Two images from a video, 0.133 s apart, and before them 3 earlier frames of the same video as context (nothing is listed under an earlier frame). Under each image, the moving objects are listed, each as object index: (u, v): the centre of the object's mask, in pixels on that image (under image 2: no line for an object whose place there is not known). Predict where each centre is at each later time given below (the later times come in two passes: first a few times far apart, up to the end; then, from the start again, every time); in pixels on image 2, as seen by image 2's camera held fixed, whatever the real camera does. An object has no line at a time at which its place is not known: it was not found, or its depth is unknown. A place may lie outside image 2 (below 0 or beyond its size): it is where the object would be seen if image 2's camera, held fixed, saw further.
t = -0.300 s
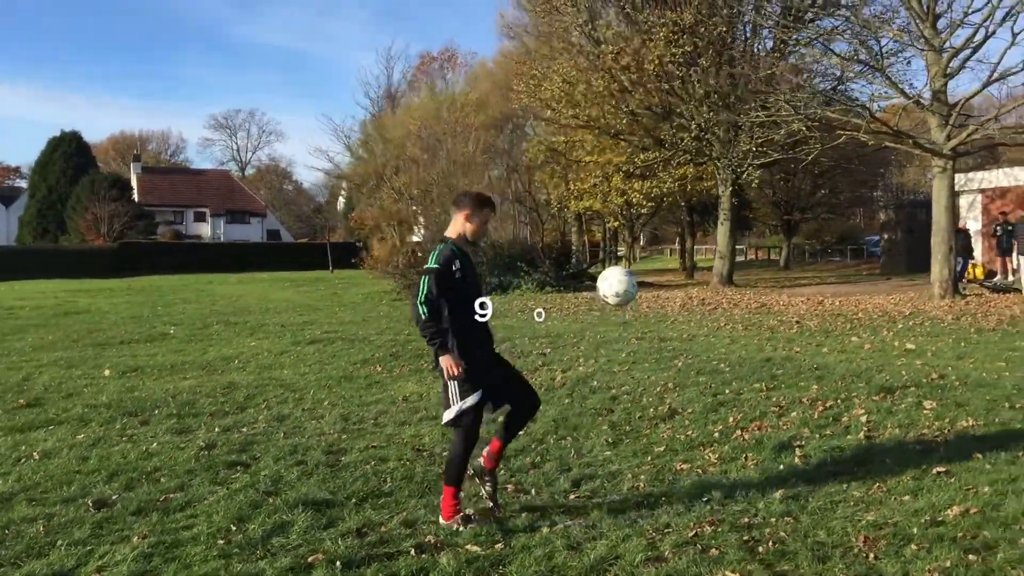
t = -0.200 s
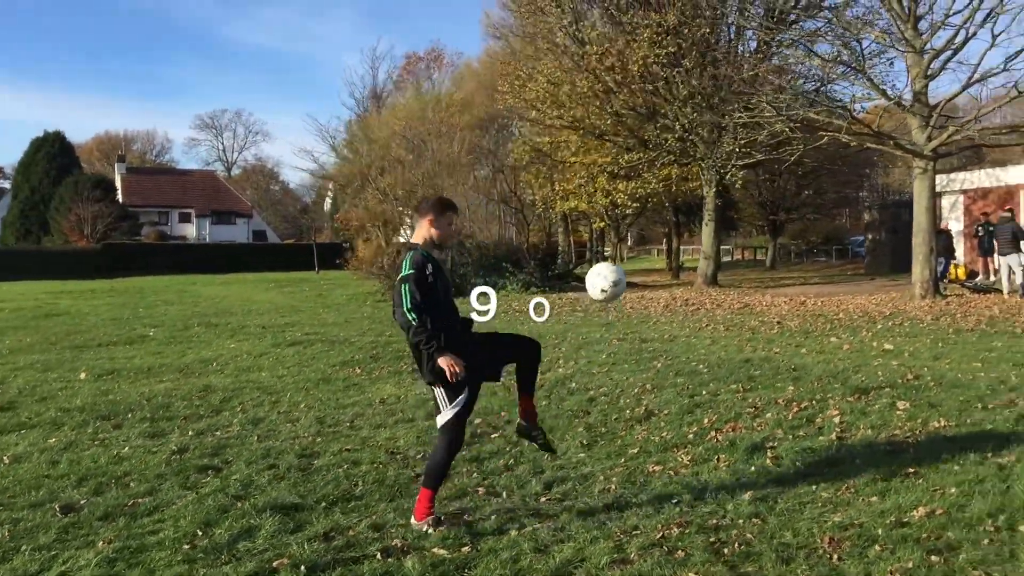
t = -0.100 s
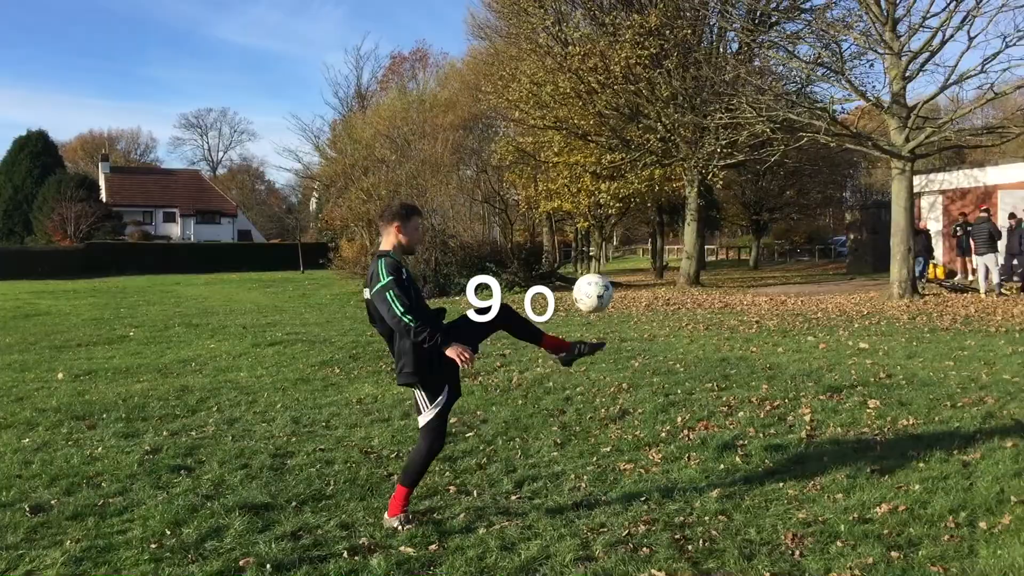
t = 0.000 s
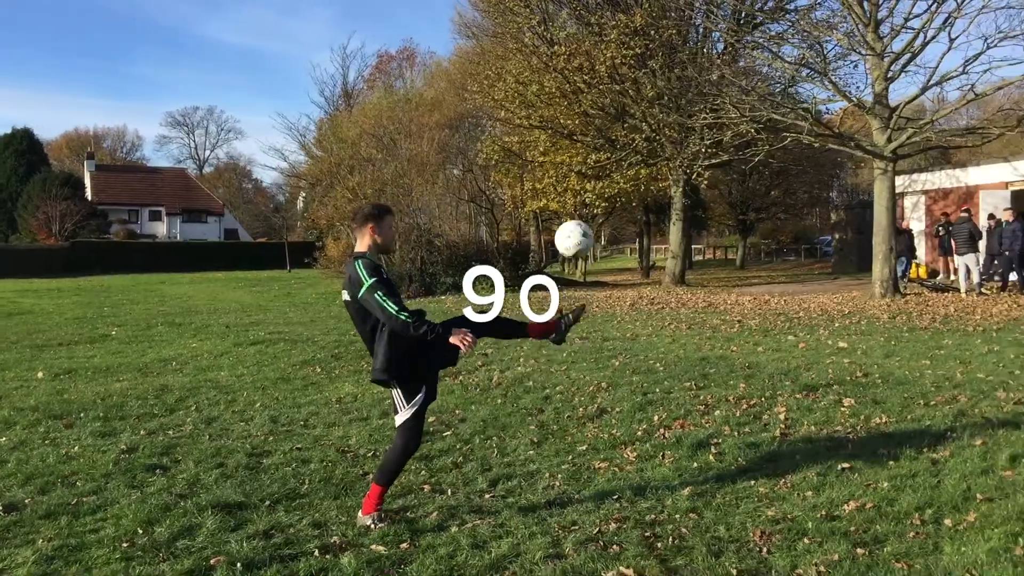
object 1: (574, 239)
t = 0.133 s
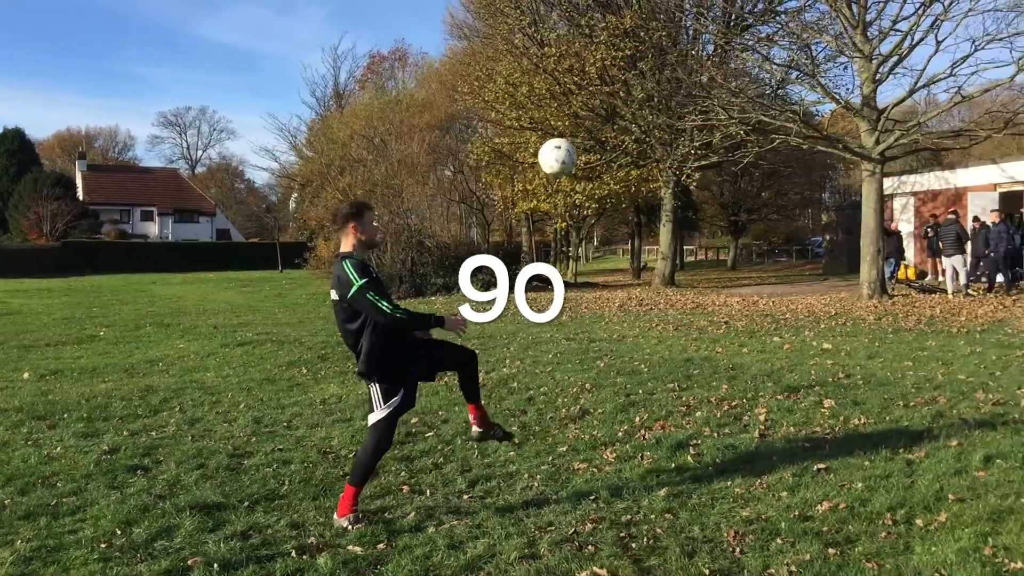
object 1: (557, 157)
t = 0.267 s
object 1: (555, 104)
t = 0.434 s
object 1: (552, 80)
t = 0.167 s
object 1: (557, 141)
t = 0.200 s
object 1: (556, 127)
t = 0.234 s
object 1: (555, 115)
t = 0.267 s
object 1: (555, 104)
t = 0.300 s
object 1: (554, 96)
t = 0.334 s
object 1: (553, 90)
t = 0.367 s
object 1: (553, 84)
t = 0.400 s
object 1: (552, 81)
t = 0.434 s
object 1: (552, 80)
